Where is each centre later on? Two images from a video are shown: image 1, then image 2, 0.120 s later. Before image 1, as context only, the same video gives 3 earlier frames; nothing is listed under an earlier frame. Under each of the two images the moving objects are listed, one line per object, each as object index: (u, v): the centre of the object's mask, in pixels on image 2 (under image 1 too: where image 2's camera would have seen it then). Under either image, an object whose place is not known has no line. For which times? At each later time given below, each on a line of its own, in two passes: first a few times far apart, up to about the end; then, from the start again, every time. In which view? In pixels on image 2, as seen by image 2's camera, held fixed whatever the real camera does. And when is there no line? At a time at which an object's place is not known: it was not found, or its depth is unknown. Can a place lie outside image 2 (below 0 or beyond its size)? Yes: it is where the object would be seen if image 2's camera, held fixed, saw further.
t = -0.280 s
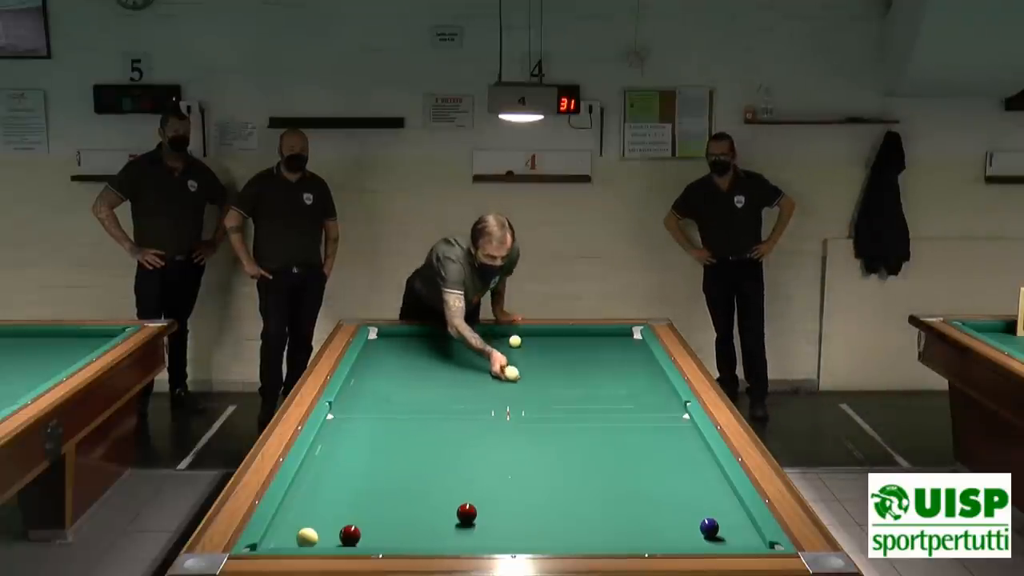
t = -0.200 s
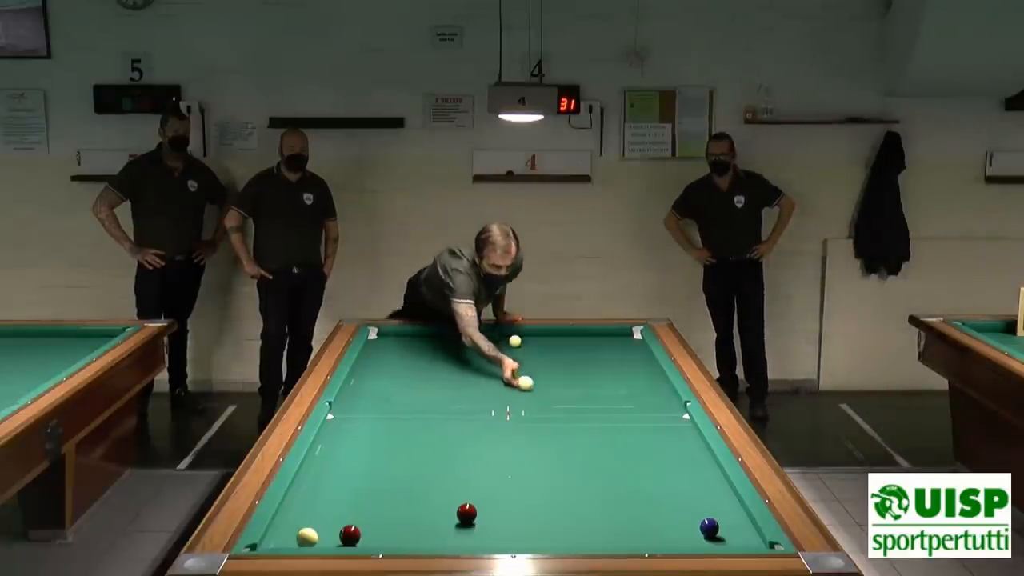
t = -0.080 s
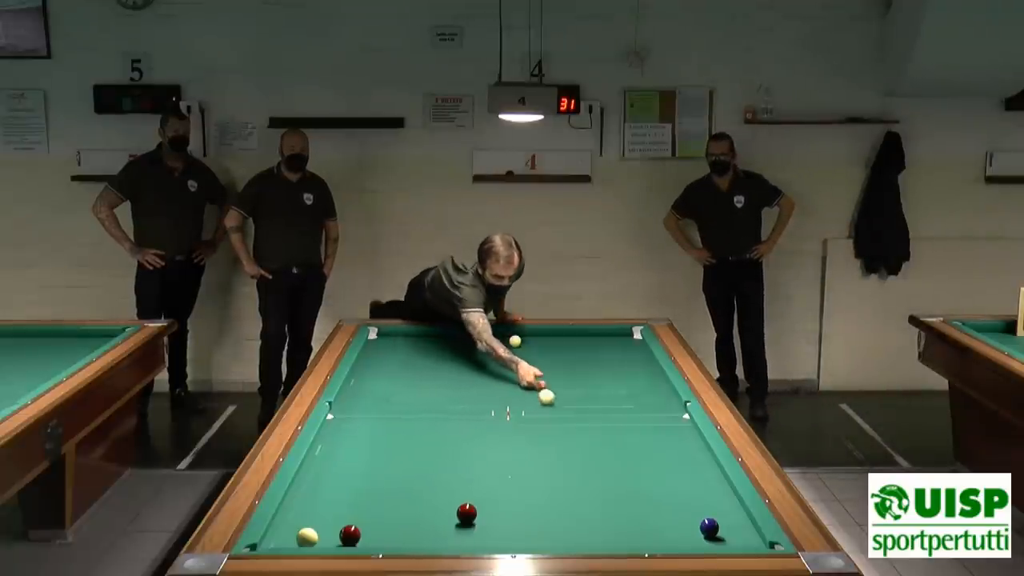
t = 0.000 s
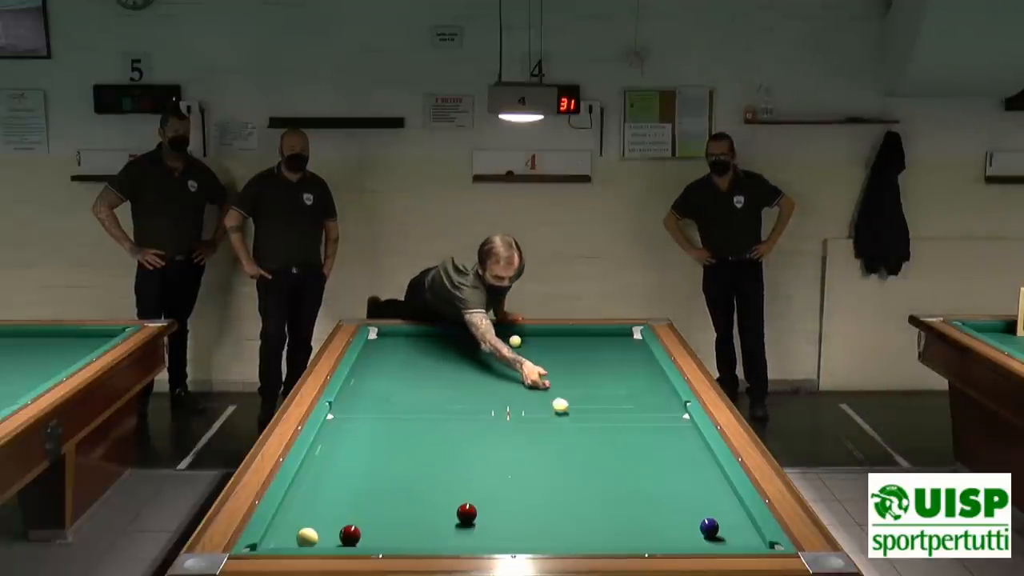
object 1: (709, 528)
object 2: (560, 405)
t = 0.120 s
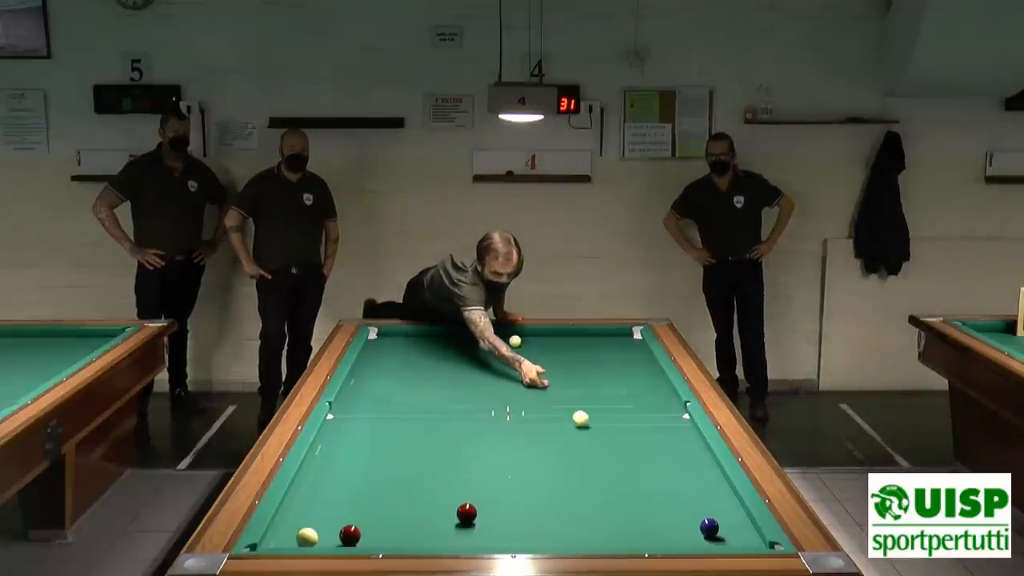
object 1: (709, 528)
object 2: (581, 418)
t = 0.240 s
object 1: (709, 528)
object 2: (602, 432)
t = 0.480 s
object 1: (709, 528)
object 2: (652, 464)
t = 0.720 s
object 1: (709, 529)
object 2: (710, 500)
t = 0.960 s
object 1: (709, 528)
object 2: (739, 539)
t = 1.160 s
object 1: (702, 523)
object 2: (717, 533)
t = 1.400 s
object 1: (674, 502)
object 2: (705, 528)
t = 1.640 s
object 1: (651, 485)
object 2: (695, 522)
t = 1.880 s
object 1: (630, 470)
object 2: (685, 517)
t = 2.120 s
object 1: (611, 456)
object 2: (675, 512)
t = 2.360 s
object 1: (593, 443)
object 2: (667, 507)
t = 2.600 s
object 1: (578, 432)
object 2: (659, 503)
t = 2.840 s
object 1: (563, 421)
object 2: (652, 499)
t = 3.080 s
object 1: (549, 411)
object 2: (646, 495)
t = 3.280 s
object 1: (539, 404)
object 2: (641, 493)
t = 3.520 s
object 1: (527, 395)
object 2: (636, 490)
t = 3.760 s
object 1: (517, 387)
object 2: (631, 487)
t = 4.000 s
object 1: (506, 380)
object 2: (627, 485)
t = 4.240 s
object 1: (497, 373)
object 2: (623, 483)
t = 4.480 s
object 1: (489, 367)
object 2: (620, 481)
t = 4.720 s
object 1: (481, 361)
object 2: (617, 479)
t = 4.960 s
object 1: (473, 355)
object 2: (614, 478)
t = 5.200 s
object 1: (466, 350)
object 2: (612, 477)
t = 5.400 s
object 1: (461, 346)
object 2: (611, 476)
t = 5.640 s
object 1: (454, 342)
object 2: (609, 475)
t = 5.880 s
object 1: (448, 338)
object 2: (608, 475)
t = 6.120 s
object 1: (443, 334)
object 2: (608, 475)
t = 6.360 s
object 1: (439, 336)
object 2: (607, 474)
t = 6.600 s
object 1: (435, 338)
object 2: (607, 474)
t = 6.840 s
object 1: (431, 340)
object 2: (607, 474)
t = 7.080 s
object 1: (428, 342)
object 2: (607, 474)
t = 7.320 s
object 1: (424, 343)
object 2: (607, 474)
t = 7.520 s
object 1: (422, 345)
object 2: (607, 474)
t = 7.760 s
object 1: (418, 347)
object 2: (607, 474)
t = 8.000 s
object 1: (416, 348)
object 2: (607, 474)
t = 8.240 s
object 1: (413, 351)
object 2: (607, 474)
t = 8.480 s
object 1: (411, 352)
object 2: (607, 474)
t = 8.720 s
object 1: (409, 353)
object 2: (607, 474)
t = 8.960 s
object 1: (408, 354)
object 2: (607, 474)
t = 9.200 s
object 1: (406, 355)
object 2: (607, 474)
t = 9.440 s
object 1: (406, 356)
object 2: (607, 474)
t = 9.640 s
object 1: (405, 357)
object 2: (607, 474)
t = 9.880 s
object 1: (404, 358)
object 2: (607, 474)
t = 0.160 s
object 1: (709, 528)
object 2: (588, 423)
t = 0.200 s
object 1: (709, 528)
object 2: (595, 428)
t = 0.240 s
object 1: (709, 528)
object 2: (602, 432)
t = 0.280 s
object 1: (709, 528)
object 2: (610, 437)
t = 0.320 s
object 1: (709, 528)
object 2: (618, 442)
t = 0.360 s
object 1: (709, 528)
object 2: (626, 448)
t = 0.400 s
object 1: (709, 528)
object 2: (634, 453)
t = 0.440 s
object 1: (709, 528)
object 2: (643, 458)
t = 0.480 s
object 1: (709, 528)
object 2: (652, 464)
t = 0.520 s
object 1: (709, 528)
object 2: (660, 469)
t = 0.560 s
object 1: (709, 528)
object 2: (670, 475)
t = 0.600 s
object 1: (709, 528)
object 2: (680, 481)
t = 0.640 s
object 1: (709, 528)
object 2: (689, 488)
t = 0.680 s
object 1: (709, 528)
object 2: (699, 494)
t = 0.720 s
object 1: (709, 529)
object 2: (710, 500)
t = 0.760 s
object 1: (709, 528)
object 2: (721, 507)
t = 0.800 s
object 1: (709, 528)
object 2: (732, 515)
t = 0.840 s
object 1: (709, 528)
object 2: (742, 522)
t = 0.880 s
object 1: (709, 528)
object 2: (741, 529)
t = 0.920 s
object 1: (709, 528)
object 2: (740, 535)
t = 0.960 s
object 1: (709, 528)
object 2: (739, 539)
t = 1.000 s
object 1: (709, 528)
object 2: (739, 544)
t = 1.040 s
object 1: (709, 528)
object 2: (731, 540)
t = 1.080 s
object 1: (708, 528)
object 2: (725, 537)
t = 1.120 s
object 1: (706, 526)
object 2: (719, 534)
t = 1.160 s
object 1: (702, 523)
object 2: (717, 533)
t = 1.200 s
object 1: (697, 519)
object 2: (715, 532)
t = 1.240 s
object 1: (692, 515)
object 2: (713, 531)
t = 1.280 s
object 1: (687, 511)
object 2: (711, 530)
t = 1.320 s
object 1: (682, 508)
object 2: (709, 530)
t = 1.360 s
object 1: (678, 505)
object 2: (707, 529)
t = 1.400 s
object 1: (674, 502)
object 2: (705, 528)
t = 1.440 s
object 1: (670, 499)
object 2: (704, 526)
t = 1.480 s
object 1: (666, 496)
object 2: (702, 526)
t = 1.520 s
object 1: (662, 493)
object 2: (700, 525)
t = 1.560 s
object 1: (658, 491)
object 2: (698, 524)
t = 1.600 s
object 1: (654, 488)
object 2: (697, 523)
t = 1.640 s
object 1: (651, 485)
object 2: (695, 522)
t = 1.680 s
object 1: (647, 482)
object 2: (693, 521)
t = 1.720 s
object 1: (644, 480)
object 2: (691, 520)
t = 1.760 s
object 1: (640, 477)
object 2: (690, 519)
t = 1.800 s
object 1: (637, 475)
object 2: (688, 518)
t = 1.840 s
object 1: (633, 472)
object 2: (686, 517)
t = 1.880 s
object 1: (630, 470)
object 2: (685, 517)
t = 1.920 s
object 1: (627, 467)
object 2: (683, 516)
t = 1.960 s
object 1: (624, 465)
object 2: (681, 515)
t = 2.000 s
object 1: (620, 463)
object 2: (680, 514)
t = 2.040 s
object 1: (617, 461)
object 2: (678, 513)
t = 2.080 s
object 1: (614, 458)
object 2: (677, 512)
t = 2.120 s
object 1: (611, 456)
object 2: (675, 512)
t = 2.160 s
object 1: (608, 454)
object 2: (674, 511)
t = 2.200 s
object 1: (605, 452)
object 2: (673, 510)
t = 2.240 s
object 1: (602, 450)
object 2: (671, 509)
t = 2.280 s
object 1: (599, 448)
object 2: (670, 508)
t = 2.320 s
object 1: (596, 446)
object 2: (668, 508)
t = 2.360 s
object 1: (593, 443)
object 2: (667, 507)
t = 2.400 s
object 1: (591, 441)
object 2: (666, 506)
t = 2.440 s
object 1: (588, 440)
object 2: (664, 506)
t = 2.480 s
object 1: (586, 438)
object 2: (663, 505)
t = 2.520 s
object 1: (583, 436)
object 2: (662, 504)
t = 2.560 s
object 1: (580, 434)
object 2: (661, 504)
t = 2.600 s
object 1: (578, 432)
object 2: (659, 503)
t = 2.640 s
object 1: (575, 430)
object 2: (658, 502)
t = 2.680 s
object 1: (573, 428)
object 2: (657, 502)
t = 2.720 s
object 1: (570, 426)
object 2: (656, 501)
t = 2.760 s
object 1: (568, 425)
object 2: (655, 500)
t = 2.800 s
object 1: (565, 423)
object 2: (653, 500)
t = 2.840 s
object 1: (563, 421)
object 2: (652, 499)
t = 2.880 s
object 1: (561, 419)
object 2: (651, 498)
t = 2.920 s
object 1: (558, 418)
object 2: (650, 498)
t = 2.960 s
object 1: (556, 416)
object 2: (649, 497)
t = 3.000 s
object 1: (554, 415)
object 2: (648, 497)
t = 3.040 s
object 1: (552, 413)
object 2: (647, 496)
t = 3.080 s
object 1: (549, 411)
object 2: (646, 495)
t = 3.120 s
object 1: (547, 410)
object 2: (645, 495)
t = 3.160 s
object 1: (545, 408)
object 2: (644, 494)
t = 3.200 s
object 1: (543, 407)
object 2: (643, 494)
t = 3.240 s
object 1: (541, 405)
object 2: (642, 493)
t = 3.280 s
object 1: (539, 404)
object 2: (641, 493)
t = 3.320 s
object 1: (537, 402)
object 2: (640, 492)
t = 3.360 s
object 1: (535, 401)
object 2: (639, 492)
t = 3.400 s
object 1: (533, 399)
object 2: (639, 491)
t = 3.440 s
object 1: (531, 398)
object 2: (638, 491)
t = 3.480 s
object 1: (529, 397)
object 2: (637, 490)
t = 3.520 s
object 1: (527, 395)
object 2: (636, 490)
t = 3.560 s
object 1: (525, 394)
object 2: (635, 489)
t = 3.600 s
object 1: (524, 393)
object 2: (634, 489)
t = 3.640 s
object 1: (522, 391)
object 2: (634, 488)
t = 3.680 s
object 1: (520, 390)
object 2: (633, 488)
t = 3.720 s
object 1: (518, 389)
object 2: (632, 487)
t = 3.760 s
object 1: (517, 387)
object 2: (631, 487)
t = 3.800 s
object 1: (515, 386)
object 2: (631, 487)
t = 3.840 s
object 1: (513, 385)
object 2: (630, 486)
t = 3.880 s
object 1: (511, 384)
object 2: (629, 486)
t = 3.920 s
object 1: (510, 382)
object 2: (629, 485)
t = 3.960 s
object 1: (508, 381)
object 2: (628, 485)
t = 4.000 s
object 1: (506, 380)
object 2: (627, 485)
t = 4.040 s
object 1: (505, 379)
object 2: (626, 485)
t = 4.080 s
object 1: (503, 378)
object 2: (626, 484)
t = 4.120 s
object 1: (502, 377)
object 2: (625, 484)
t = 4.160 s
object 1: (500, 375)
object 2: (624, 483)
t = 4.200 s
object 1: (499, 374)
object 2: (624, 483)
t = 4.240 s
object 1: (497, 373)
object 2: (623, 483)
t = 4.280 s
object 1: (496, 372)
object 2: (623, 482)
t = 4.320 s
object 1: (494, 371)
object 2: (622, 482)
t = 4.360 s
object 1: (493, 370)
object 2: (622, 482)
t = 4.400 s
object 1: (492, 369)
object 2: (621, 481)
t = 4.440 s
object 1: (490, 368)
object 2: (621, 481)
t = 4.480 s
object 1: (489, 367)
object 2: (620, 481)
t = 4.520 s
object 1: (487, 366)
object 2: (620, 480)
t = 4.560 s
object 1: (486, 365)
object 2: (619, 480)
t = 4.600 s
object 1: (485, 364)
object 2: (618, 480)
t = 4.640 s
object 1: (483, 363)
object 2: (618, 480)
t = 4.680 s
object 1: (482, 362)
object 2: (617, 480)
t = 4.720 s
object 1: (481, 361)
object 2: (617, 479)
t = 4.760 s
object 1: (479, 360)
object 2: (617, 479)
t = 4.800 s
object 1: (478, 359)
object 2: (616, 479)
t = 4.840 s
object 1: (477, 358)
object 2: (616, 479)
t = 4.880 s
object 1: (476, 358)
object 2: (615, 479)
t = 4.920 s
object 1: (474, 356)
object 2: (615, 478)
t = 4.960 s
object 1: (473, 355)
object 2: (614, 478)
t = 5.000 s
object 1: (472, 355)
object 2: (614, 478)
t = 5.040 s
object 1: (470, 354)
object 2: (614, 477)
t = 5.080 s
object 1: (469, 353)
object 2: (613, 477)
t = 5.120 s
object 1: (468, 352)
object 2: (613, 477)
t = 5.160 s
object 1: (467, 351)
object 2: (613, 477)
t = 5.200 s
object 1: (466, 350)
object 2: (612, 477)
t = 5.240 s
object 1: (465, 349)
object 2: (612, 477)
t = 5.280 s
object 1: (464, 348)
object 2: (612, 477)
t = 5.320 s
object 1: (463, 348)
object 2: (612, 476)
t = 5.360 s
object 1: (462, 347)
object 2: (611, 476)
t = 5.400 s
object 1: (461, 346)
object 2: (611, 476)
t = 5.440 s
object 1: (459, 345)
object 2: (611, 476)
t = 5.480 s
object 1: (458, 345)
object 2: (610, 476)
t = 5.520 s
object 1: (457, 344)
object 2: (610, 476)
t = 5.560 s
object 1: (456, 343)
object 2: (610, 476)
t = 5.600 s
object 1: (455, 343)
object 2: (610, 476)
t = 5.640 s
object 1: (454, 342)
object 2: (609, 475)
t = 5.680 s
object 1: (453, 341)
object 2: (609, 475)
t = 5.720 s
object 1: (452, 340)
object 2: (609, 475)
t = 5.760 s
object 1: (451, 339)
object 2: (609, 475)
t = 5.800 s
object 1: (450, 339)
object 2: (608, 475)
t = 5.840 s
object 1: (450, 338)
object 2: (608, 475)
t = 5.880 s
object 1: (448, 338)
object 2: (608, 475)
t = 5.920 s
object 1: (448, 337)
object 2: (608, 475)
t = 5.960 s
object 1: (447, 337)
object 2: (608, 475)
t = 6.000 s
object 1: (446, 336)
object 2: (608, 475)
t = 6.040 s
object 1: (445, 335)
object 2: (608, 475)
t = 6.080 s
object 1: (444, 335)
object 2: (608, 475)
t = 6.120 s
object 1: (443, 334)
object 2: (608, 475)
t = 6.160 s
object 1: (442, 334)
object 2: (607, 474)
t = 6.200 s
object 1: (442, 334)
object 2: (607, 474)
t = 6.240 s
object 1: (441, 335)
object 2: (607, 474)
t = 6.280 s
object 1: (440, 335)
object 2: (607, 474)
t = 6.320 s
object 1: (440, 335)
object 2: (607, 474)
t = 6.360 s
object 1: (439, 336)
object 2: (607, 474)
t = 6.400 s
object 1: (438, 336)
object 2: (607, 474)
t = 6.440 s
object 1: (438, 337)
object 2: (607, 474)
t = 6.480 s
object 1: (437, 337)
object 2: (607, 474)
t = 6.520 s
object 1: (436, 337)
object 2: (607, 474)
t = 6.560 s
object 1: (436, 338)
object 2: (607, 474)
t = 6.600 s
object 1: (435, 338)
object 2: (607, 474)
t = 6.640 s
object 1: (434, 338)
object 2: (607, 474)
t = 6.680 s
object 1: (434, 339)
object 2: (607, 474)
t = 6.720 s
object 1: (433, 339)
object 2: (607, 474)
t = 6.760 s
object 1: (432, 339)
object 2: (607, 474)
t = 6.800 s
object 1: (432, 339)
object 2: (607, 474)
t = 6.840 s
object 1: (431, 340)
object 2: (607, 474)
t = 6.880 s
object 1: (430, 340)
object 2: (607, 474)
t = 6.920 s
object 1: (430, 340)
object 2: (607, 474)
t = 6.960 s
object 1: (429, 341)
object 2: (607, 474)
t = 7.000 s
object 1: (429, 341)
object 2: (607, 474)
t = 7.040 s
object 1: (428, 341)
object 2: (607, 474)
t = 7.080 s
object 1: (428, 342)
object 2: (607, 474)
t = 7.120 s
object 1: (427, 342)
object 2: (607, 474)
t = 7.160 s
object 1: (426, 342)
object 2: (607, 474)
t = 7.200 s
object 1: (426, 343)
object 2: (607, 474)
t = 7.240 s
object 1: (425, 343)
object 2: (607, 474)
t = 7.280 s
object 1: (425, 343)
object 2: (607, 474)
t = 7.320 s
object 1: (424, 343)
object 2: (607, 474)
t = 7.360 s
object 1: (424, 344)
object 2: (607, 474)
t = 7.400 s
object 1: (423, 344)
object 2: (607, 474)
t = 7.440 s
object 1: (423, 345)
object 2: (607, 474)
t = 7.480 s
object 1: (422, 345)
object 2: (607, 474)
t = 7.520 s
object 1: (422, 345)
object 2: (607, 474)
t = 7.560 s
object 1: (421, 346)
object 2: (607, 474)
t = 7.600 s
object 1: (420, 346)
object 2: (607, 474)
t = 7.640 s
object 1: (420, 346)
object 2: (607, 474)
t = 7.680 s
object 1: (419, 346)
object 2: (607, 474)
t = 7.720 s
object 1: (419, 347)
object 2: (607, 474)
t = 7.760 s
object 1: (418, 347)
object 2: (607, 474)
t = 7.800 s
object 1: (418, 347)
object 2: (607, 474)
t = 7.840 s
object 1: (417, 347)
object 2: (607, 474)
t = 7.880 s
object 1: (417, 348)
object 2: (607, 474)
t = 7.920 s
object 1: (417, 348)
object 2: (607, 474)
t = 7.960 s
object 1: (416, 348)
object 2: (607, 474)
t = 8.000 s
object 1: (416, 348)
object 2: (607, 474)
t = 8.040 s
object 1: (415, 349)
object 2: (607, 474)
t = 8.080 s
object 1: (415, 349)
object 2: (607, 474)
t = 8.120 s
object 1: (415, 349)
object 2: (607, 474)
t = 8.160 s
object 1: (414, 350)
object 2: (607, 474)
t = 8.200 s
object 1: (414, 350)
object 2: (607, 474)
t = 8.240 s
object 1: (413, 351)
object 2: (607, 474)
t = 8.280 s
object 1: (413, 351)
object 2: (607, 474)
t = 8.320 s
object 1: (412, 351)
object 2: (607, 474)
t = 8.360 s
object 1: (412, 352)
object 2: (607, 474)
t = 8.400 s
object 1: (412, 352)
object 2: (607, 474)
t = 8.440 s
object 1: (411, 352)
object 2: (607, 474)
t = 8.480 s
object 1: (411, 352)
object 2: (607, 474)
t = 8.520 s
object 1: (411, 352)
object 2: (607, 474)
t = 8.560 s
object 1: (410, 353)
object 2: (607, 474)
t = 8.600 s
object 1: (410, 353)
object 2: (607, 474)
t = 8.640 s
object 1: (410, 353)
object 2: (607, 474)
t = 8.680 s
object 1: (409, 353)
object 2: (607, 474)
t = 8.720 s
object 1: (409, 353)
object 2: (607, 474)
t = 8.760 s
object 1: (409, 353)
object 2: (607, 474)
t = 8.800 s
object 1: (409, 354)
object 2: (607, 474)
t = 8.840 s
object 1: (408, 354)
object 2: (607, 474)
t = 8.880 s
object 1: (408, 354)
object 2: (607, 474)
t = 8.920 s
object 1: (408, 354)
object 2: (607, 474)
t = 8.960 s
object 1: (408, 354)
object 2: (607, 474)
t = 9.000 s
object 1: (407, 355)
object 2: (607, 474)
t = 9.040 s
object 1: (407, 355)
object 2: (607, 474)
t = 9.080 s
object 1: (407, 355)
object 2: (607, 474)
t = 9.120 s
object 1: (407, 355)
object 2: (607, 474)
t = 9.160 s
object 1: (407, 355)
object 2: (607, 474)
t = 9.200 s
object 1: (406, 355)
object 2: (607, 474)
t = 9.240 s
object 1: (406, 355)
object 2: (607, 474)
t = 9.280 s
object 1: (406, 356)
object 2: (607, 474)
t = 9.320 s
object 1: (406, 356)
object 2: (607, 474)
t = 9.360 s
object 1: (406, 356)
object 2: (607, 474)
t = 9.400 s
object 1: (406, 356)
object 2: (607, 474)
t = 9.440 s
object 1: (406, 356)
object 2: (607, 474)
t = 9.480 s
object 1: (405, 356)
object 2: (607, 474)
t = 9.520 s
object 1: (405, 357)
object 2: (607, 474)
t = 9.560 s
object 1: (405, 357)
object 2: (607, 474)
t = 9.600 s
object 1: (405, 357)
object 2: (607, 474)
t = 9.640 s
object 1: (405, 357)
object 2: (607, 474)
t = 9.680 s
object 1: (404, 357)
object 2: (607, 474)
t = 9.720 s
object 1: (404, 357)
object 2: (607, 474)
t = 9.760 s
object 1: (404, 357)
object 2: (607, 474)
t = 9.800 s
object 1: (404, 357)
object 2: (607, 474)
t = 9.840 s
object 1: (404, 357)
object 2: (607, 474)
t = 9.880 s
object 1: (404, 358)
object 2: (607, 474)
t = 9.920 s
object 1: (404, 358)
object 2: (607, 474)
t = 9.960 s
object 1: (404, 358)
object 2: (607, 474)
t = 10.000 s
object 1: (404, 358)
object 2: (607, 474)
